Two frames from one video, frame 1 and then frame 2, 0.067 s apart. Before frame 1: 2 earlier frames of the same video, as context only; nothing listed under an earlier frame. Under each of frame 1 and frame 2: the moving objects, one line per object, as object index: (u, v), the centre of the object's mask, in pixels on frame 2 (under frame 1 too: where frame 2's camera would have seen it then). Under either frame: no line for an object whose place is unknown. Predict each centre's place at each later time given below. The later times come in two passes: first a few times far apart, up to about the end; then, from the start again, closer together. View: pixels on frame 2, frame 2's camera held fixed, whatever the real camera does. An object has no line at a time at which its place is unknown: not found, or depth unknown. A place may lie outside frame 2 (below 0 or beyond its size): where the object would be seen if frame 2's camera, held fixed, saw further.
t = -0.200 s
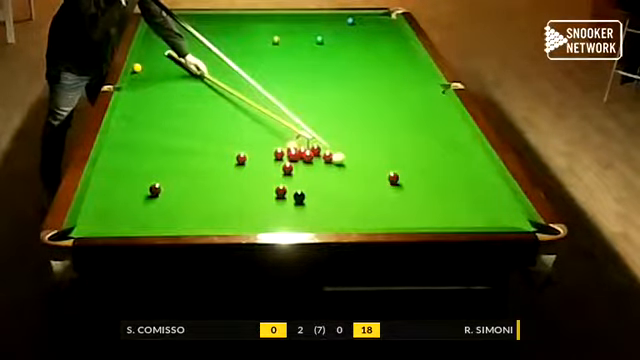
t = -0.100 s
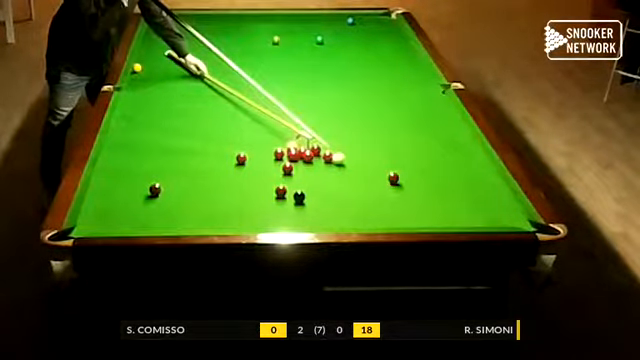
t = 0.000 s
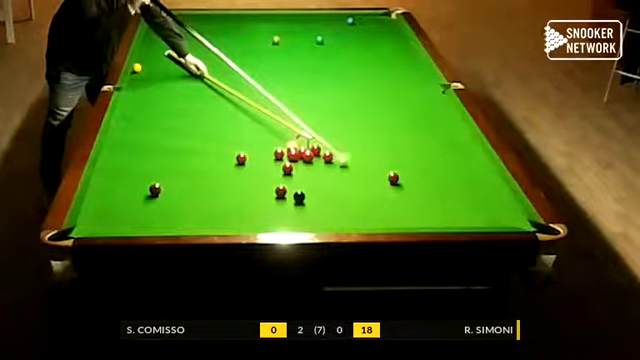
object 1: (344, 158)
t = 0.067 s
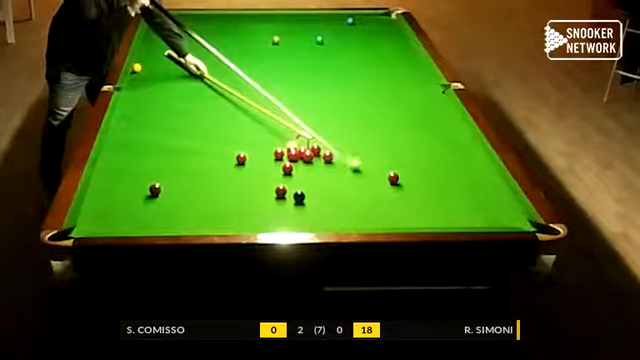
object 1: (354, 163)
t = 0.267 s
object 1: (384, 173)
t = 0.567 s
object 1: (395, 175)
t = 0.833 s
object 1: (405, 177)
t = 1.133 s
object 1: (414, 179)
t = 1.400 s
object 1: (420, 180)
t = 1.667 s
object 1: (426, 181)
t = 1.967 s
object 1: (429, 182)
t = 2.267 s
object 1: (430, 182)
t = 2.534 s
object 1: (430, 182)
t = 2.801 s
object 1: (430, 182)
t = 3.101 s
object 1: (430, 182)
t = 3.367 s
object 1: (430, 182)
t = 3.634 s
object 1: (430, 182)
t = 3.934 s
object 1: (430, 182)
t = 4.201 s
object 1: (430, 182)
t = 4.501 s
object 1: (430, 182)
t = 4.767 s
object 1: (430, 182)
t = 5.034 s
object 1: (430, 182)
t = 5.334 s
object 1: (430, 182)
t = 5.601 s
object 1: (430, 182)
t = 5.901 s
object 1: (430, 182)
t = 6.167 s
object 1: (430, 182)
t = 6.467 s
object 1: (430, 182)
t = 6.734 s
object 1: (430, 182)
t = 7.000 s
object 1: (430, 182)
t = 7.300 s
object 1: (430, 182)
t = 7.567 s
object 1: (430, 182)
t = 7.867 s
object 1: (430, 182)
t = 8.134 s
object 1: (430, 182)
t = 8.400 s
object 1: (430, 182)
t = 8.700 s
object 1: (430, 182)
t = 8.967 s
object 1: (430, 182)
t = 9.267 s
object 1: (430, 182)
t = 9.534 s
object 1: (430, 182)
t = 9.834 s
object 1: (430, 182)
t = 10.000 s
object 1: (430, 182)
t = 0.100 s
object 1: (360, 165)
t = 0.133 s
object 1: (364, 166)
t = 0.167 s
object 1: (370, 167)
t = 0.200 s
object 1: (376, 170)
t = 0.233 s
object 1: (381, 172)
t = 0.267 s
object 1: (384, 173)
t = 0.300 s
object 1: (384, 173)
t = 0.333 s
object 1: (386, 173)
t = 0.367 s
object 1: (387, 173)
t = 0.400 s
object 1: (389, 174)
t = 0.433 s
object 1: (390, 174)
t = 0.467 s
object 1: (391, 174)
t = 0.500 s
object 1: (393, 175)
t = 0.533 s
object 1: (394, 175)
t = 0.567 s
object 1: (395, 175)
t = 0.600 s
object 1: (397, 175)
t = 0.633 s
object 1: (398, 176)
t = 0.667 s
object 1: (399, 176)
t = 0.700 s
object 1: (400, 176)
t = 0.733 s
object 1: (401, 177)
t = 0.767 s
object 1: (403, 177)
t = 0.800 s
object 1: (404, 177)
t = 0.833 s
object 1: (405, 177)
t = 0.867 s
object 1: (406, 178)
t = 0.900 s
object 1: (407, 178)
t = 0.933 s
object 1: (408, 178)
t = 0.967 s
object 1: (409, 178)
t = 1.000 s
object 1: (410, 178)
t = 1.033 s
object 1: (411, 179)
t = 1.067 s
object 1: (413, 179)
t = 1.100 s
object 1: (413, 179)
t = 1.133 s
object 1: (414, 179)
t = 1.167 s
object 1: (416, 179)
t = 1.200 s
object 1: (416, 179)
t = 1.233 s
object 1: (417, 179)
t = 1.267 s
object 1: (418, 180)
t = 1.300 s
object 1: (418, 180)
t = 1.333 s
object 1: (419, 180)
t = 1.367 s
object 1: (420, 180)
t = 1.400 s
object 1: (420, 180)
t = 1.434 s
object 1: (421, 180)
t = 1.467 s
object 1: (422, 180)
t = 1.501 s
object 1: (423, 180)
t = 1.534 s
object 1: (423, 180)
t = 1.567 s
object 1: (424, 181)
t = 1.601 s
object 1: (425, 181)
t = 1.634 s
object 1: (425, 181)
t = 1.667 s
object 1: (426, 181)
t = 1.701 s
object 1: (426, 181)
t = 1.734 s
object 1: (427, 181)
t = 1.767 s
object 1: (427, 181)
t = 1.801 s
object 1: (428, 181)
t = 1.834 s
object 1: (428, 181)
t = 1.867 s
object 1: (428, 181)
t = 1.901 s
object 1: (428, 181)
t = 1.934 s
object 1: (429, 182)
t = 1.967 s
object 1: (429, 182)
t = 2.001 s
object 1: (429, 182)
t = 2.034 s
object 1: (430, 182)
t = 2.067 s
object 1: (430, 182)
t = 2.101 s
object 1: (430, 182)
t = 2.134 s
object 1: (430, 182)
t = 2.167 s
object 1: (430, 182)
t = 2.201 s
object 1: (430, 182)
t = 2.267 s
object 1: (430, 182)
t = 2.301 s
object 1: (430, 182)
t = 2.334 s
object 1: (430, 182)
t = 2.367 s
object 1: (430, 182)
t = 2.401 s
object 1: (430, 182)
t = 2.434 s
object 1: (430, 182)
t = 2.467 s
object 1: (430, 182)
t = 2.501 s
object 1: (430, 182)
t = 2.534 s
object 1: (430, 182)
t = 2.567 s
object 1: (430, 182)
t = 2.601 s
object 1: (430, 182)
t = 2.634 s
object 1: (430, 182)
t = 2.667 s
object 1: (430, 182)
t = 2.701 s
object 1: (430, 182)
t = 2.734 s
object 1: (430, 182)
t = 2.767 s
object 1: (430, 182)
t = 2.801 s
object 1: (430, 182)
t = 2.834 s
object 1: (430, 182)
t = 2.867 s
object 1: (430, 182)
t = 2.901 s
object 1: (430, 182)
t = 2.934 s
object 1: (430, 182)
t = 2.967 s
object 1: (430, 182)
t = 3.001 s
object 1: (430, 182)
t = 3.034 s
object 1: (430, 182)
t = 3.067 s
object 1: (430, 182)
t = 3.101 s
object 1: (430, 182)
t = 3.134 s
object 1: (430, 182)
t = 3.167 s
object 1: (430, 182)
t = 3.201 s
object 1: (430, 182)
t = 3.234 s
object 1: (430, 182)
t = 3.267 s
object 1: (430, 182)
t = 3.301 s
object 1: (430, 182)
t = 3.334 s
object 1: (430, 182)
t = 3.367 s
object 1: (430, 182)
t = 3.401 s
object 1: (430, 182)
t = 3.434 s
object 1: (430, 182)
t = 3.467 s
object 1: (430, 182)
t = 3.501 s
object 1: (430, 182)
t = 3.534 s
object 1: (430, 182)
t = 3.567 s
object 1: (430, 182)
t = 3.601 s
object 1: (430, 182)
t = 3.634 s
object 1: (430, 182)
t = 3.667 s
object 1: (430, 182)
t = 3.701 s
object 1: (430, 182)
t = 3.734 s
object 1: (430, 182)
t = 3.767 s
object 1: (430, 182)
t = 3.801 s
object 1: (430, 182)
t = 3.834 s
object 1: (430, 182)
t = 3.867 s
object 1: (430, 182)
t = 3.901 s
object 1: (430, 182)
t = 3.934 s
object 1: (430, 182)
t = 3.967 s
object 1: (430, 182)
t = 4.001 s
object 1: (430, 182)
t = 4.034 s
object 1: (430, 182)
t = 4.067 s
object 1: (430, 182)
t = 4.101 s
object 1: (430, 182)
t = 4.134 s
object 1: (430, 182)
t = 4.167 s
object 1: (430, 182)
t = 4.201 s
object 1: (430, 182)
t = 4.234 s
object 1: (430, 182)
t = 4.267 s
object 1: (430, 182)
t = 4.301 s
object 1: (430, 182)
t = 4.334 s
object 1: (430, 182)
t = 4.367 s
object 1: (430, 182)
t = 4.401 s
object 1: (430, 182)
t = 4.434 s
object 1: (430, 182)
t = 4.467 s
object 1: (430, 182)
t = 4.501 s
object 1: (430, 182)
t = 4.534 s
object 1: (430, 182)
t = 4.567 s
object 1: (430, 182)
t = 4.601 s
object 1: (430, 182)
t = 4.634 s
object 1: (430, 182)
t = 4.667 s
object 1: (430, 182)
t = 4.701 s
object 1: (430, 182)
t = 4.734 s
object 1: (430, 182)
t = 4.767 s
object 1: (430, 182)
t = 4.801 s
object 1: (430, 182)
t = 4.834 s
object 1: (430, 182)
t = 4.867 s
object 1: (430, 182)
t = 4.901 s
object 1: (430, 182)
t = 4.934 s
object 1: (430, 182)
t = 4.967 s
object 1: (430, 182)
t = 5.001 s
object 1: (430, 182)
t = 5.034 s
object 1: (430, 182)
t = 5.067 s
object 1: (430, 182)
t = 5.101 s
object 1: (430, 182)
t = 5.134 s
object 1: (430, 182)
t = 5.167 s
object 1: (430, 182)
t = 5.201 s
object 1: (430, 182)
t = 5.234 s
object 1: (430, 182)
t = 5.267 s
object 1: (430, 182)
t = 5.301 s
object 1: (430, 182)
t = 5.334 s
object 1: (430, 182)
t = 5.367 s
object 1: (430, 182)
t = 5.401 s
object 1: (430, 182)
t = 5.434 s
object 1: (430, 182)
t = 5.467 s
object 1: (430, 182)
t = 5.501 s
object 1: (430, 182)
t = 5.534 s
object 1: (430, 182)
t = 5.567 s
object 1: (430, 182)
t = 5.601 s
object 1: (430, 182)
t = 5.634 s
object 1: (430, 182)
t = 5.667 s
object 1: (430, 182)
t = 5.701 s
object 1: (430, 182)
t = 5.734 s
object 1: (430, 182)
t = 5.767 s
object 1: (430, 182)
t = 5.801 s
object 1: (430, 182)
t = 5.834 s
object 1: (430, 182)
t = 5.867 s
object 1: (430, 182)
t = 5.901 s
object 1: (430, 182)
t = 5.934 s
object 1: (430, 182)
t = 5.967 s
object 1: (430, 182)
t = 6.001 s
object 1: (430, 182)
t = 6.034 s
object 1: (430, 182)
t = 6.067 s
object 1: (430, 182)
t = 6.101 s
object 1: (430, 182)
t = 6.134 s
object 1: (430, 182)
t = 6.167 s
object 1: (430, 182)
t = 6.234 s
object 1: (430, 182)
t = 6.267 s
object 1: (430, 182)
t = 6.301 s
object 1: (430, 182)
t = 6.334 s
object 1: (430, 182)
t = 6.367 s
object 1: (430, 182)
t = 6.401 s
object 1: (430, 182)
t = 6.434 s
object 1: (430, 182)
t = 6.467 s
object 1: (430, 182)
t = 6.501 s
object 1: (430, 182)
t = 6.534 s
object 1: (430, 182)
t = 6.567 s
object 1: (430, 182)
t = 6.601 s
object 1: (430, 182)
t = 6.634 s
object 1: (430, 182)
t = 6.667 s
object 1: (430, 182)
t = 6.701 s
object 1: (430, 182)
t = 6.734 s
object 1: (430, 182)
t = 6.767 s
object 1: (430, 182)
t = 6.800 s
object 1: (430, 182)
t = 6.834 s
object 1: (430, 182)
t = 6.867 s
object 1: (430, 182)
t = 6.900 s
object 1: (430, 182)
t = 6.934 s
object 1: (430, 182)
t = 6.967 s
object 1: (430, 182)
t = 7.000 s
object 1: (430, 182)
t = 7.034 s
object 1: (430, 182)
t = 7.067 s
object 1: (430, 182)
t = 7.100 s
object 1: (430, 182)
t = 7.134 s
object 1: (430, 182)
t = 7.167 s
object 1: (430, 182)
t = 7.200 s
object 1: (430, 182)
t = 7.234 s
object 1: (430, 182)
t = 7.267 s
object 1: (430, 182)
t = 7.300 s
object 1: (430, 182)
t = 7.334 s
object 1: (430, 182)
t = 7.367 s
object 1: (430, 182)
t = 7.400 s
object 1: (430, 182)
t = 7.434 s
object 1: (430, 182)
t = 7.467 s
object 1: (430, 182)
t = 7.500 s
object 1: (430, 182)
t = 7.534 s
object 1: (430, 182)
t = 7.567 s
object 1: (430, 182)
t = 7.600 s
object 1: (430, 182)
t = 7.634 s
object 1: (430, 182)
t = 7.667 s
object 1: (430, 182)
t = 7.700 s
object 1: (430, 182)
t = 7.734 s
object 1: (430, 182)
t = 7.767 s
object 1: (430, 182)
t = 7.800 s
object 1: (430, 182)
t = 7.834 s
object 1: (430, 182)
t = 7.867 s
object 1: (430, 182)
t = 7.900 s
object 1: (430, 182)
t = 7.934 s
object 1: (430, 182)
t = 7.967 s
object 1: (430, 182)
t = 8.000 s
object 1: (430, 182)
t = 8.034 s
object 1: (430, 182)
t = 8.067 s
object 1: (430, 182)
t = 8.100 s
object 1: (430, 182)
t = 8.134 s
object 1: (430, 182)
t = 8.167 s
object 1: (430, 182)
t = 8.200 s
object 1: (430, 182)
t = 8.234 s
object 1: (430, 182)
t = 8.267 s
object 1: (430, 182)
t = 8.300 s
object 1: (430, 182)
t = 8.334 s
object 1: (430, 182)
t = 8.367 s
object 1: (430, 182)
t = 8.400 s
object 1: (430, 182)
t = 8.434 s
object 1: (430, 182)
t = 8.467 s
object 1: (430, 182)
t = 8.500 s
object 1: (430, 182)
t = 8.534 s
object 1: (430, 182)
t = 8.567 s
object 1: (430, 182)
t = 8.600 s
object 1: (430, 182)
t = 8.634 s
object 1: (430, 182)
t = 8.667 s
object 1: (430, 182)
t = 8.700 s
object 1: (430, 182)
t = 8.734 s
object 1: (430, 182)
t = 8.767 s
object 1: (430, 182)
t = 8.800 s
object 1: (430, 182)
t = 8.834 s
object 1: (430, 182)
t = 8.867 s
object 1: (430, 182)
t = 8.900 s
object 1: (430, 182)
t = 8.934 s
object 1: (430, 182)
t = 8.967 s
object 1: (430, 182)
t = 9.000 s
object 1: (430, 182)
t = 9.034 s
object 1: (430, 182)
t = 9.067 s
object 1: (430, 182)
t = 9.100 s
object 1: (430, 182)
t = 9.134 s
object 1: (430, 182)
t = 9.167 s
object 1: (430, 182)
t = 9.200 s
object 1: (430, 182)
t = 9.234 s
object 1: (430, 182)
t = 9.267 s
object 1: (430, 182)
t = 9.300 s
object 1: (430, 182)
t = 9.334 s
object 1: (430, 182)
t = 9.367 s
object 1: (430, 182)
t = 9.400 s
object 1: (430, 182)
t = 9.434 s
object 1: (430, 182)
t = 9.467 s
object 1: (430, 182)
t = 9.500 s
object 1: (430, 182)
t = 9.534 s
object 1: (430, 182)
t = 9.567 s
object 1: (430, 182)
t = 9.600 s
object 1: (430, 182)
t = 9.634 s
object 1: (430, 182)
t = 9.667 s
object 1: (430, 182)
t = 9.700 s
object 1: (430, 182)
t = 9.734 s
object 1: (430, 182)
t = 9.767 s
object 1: (430, 182)
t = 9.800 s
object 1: (430, 182)
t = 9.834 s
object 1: (430, 182)
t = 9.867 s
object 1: (430, 182)
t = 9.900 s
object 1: (430, 182)
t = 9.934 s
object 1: (430, 182)
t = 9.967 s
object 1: (430, 182)
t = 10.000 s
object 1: (430, 182)
